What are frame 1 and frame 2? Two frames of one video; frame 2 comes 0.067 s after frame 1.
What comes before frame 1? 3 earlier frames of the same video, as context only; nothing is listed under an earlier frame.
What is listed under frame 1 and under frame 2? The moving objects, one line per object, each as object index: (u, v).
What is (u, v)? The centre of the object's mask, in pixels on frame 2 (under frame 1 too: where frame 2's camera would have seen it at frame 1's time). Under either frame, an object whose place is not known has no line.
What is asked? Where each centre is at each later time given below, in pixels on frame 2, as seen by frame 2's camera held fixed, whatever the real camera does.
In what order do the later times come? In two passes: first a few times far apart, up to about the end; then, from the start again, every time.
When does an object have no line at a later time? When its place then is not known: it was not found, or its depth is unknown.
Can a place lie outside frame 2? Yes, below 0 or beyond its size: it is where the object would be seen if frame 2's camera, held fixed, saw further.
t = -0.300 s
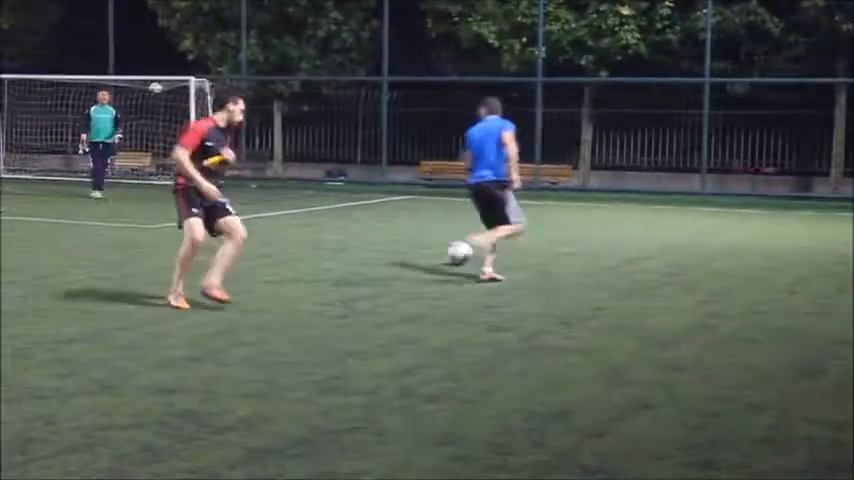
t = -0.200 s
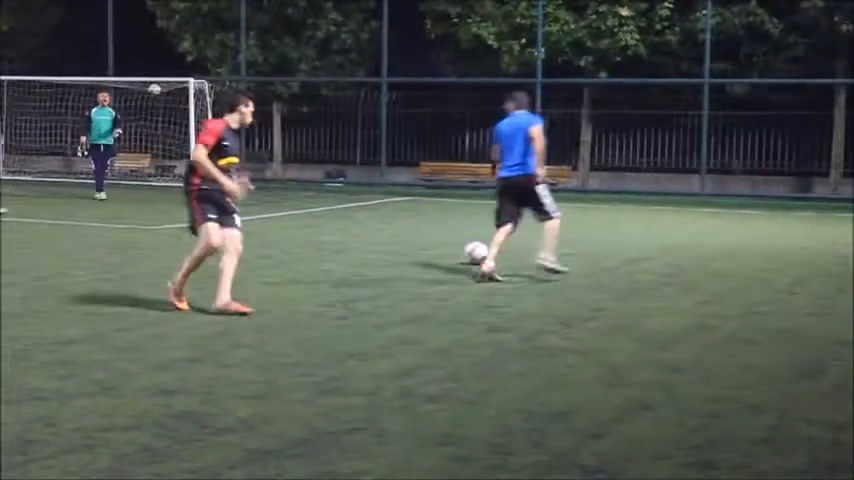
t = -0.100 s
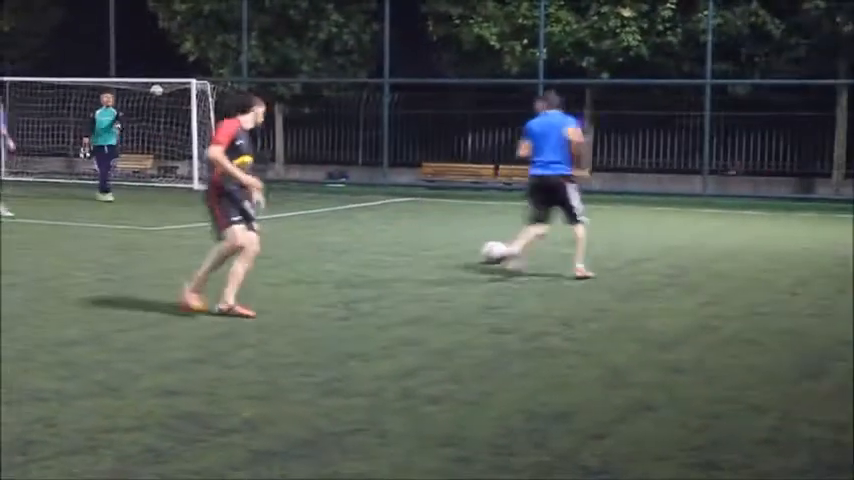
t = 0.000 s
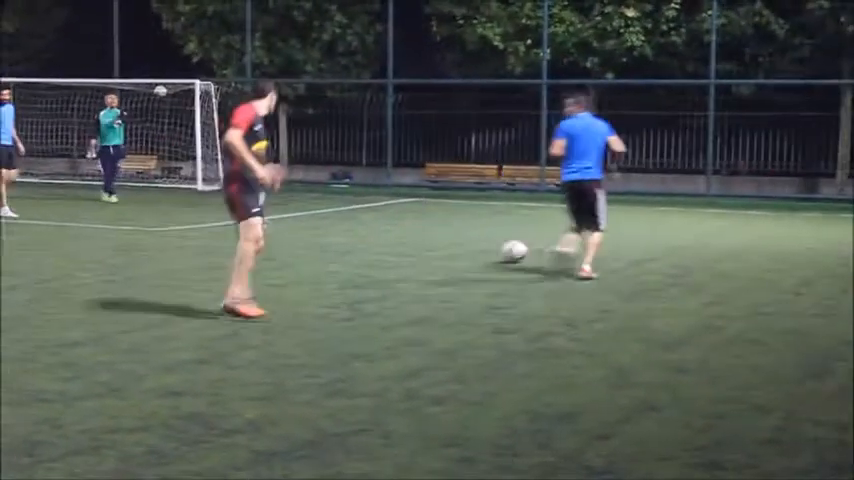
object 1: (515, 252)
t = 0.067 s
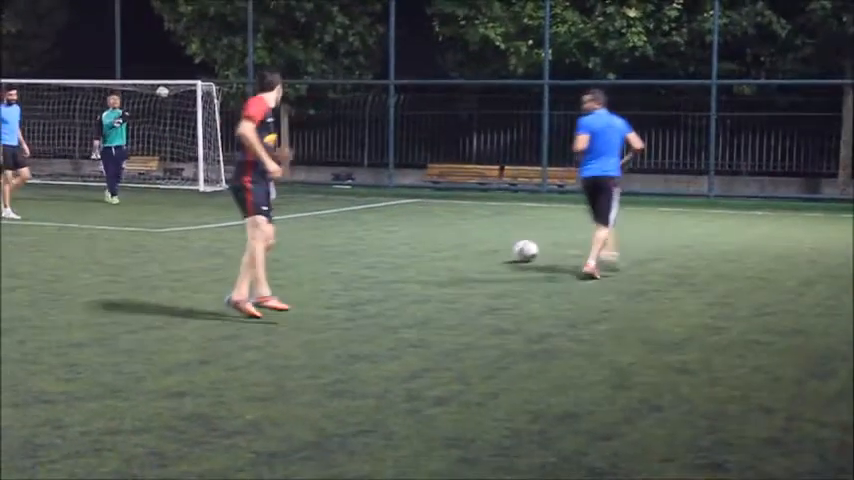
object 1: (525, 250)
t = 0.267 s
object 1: (554, 247)
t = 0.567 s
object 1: (591, 244)
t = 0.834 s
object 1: (621, 242)
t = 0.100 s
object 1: (530, 250)
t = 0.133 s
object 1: (535, 249)
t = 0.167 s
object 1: (540, 249)
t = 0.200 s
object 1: (544, 248)
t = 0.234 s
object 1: (549, 248)
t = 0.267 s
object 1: (554, 247)
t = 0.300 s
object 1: (557, 247)
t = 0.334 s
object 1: (562, 245)
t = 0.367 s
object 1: (568, 245)
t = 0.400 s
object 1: (572, 245)
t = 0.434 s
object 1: (575, 245)
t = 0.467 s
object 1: (579, 245)
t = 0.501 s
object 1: (583, 245)
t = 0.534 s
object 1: (586, 244)
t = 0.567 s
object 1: (591, 244)
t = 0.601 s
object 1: (595, 244)
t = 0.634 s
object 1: (598, 244)
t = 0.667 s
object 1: (601, 243)
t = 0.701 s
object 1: (606, 243)
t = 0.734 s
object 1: (610, 243)
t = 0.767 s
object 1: (613, 243)
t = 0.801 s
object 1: (617, 242)
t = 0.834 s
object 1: (621, 242)
